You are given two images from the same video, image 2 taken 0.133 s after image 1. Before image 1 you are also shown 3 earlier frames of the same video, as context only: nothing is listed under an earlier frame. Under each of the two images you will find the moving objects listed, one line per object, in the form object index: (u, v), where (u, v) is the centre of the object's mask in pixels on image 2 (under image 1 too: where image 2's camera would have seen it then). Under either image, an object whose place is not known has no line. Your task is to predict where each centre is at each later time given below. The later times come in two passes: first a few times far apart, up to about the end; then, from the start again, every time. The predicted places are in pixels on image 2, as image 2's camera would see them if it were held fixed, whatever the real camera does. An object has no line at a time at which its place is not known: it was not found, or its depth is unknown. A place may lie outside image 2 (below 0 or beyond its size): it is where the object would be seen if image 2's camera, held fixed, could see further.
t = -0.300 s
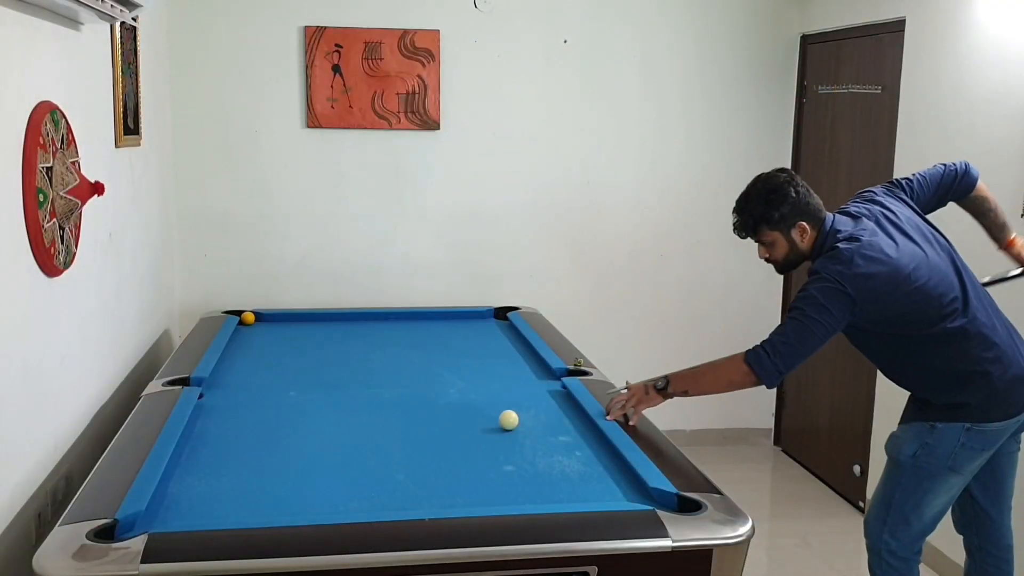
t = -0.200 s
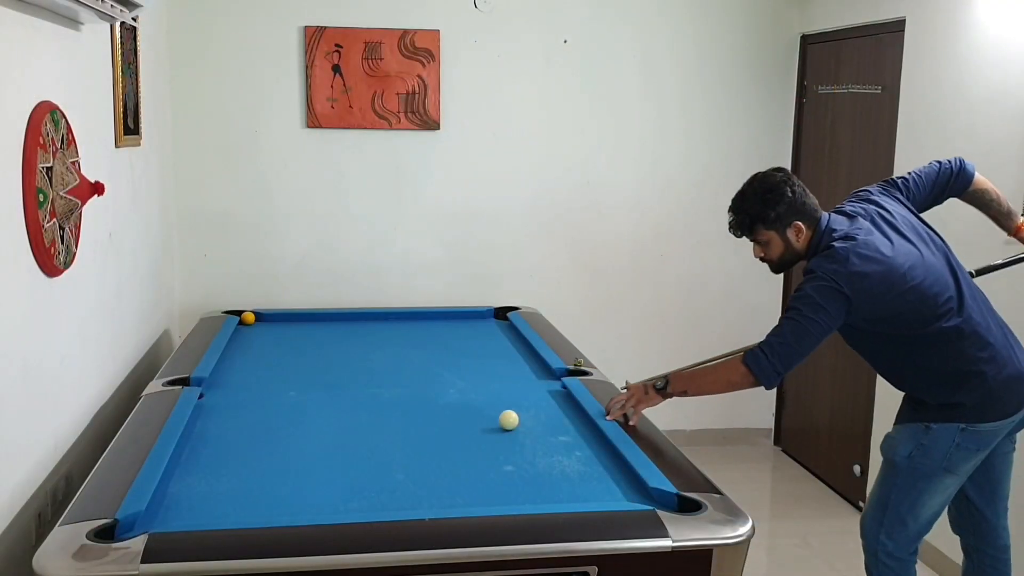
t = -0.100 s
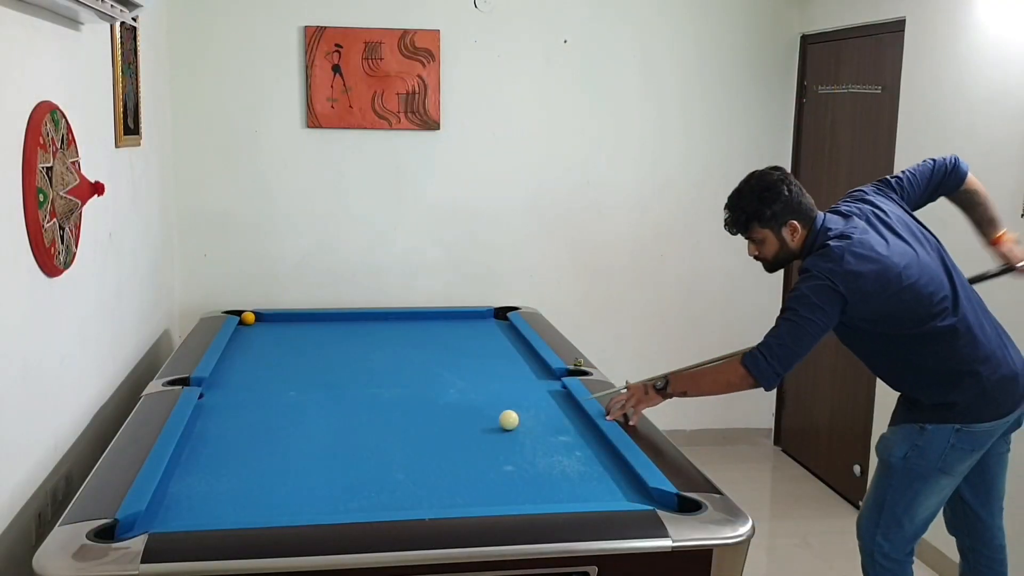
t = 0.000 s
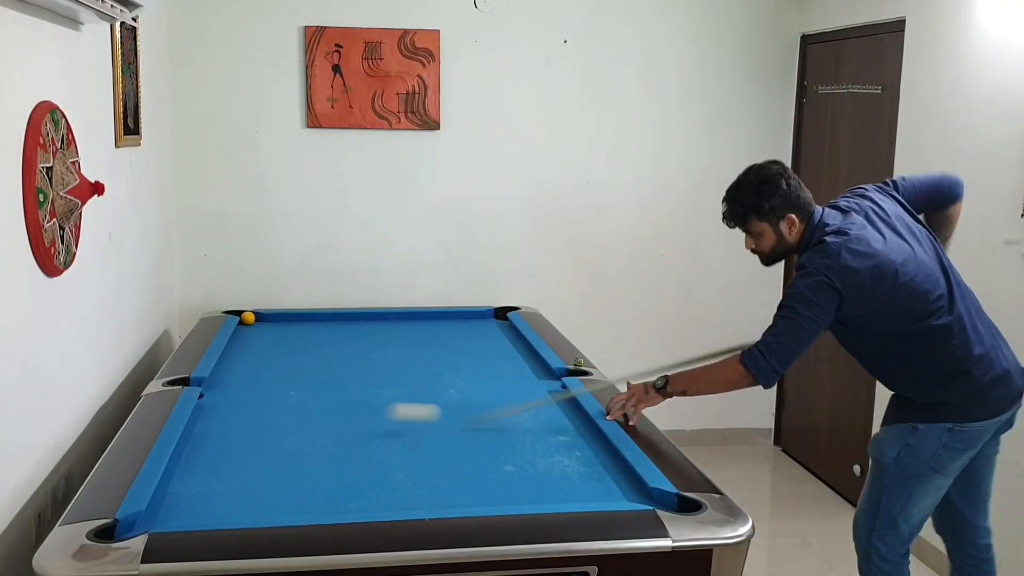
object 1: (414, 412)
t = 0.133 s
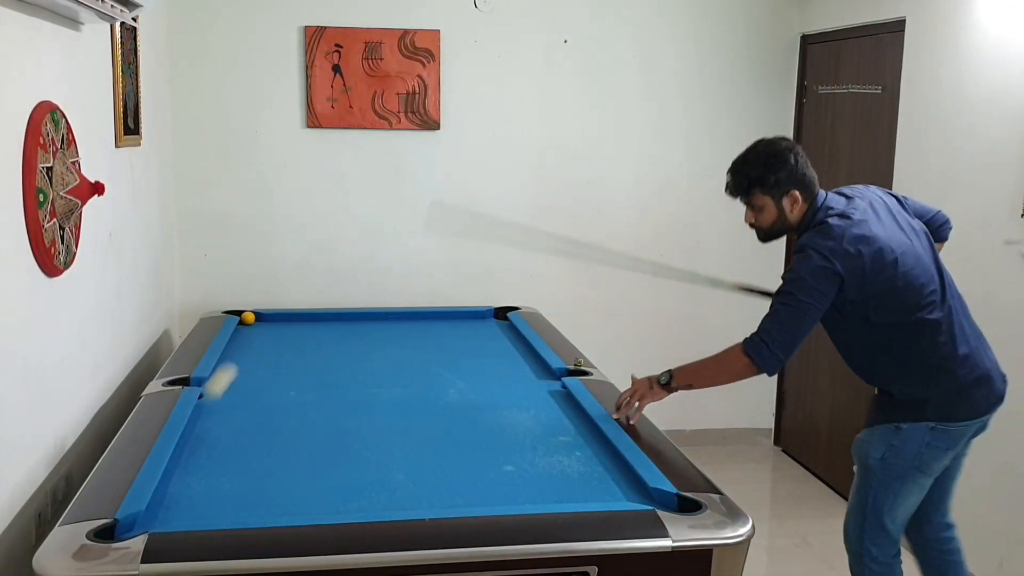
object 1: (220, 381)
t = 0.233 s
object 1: (320, 272)
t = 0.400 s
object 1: (485, 163)
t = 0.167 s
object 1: (253, 341)
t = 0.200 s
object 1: (287, 306)
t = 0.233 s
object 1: (320, 272)
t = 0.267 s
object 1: (353, 243)
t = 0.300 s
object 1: (387, 216)
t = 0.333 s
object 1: (419, 195)
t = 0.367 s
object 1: (451, 177)
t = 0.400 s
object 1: (485, 163)
